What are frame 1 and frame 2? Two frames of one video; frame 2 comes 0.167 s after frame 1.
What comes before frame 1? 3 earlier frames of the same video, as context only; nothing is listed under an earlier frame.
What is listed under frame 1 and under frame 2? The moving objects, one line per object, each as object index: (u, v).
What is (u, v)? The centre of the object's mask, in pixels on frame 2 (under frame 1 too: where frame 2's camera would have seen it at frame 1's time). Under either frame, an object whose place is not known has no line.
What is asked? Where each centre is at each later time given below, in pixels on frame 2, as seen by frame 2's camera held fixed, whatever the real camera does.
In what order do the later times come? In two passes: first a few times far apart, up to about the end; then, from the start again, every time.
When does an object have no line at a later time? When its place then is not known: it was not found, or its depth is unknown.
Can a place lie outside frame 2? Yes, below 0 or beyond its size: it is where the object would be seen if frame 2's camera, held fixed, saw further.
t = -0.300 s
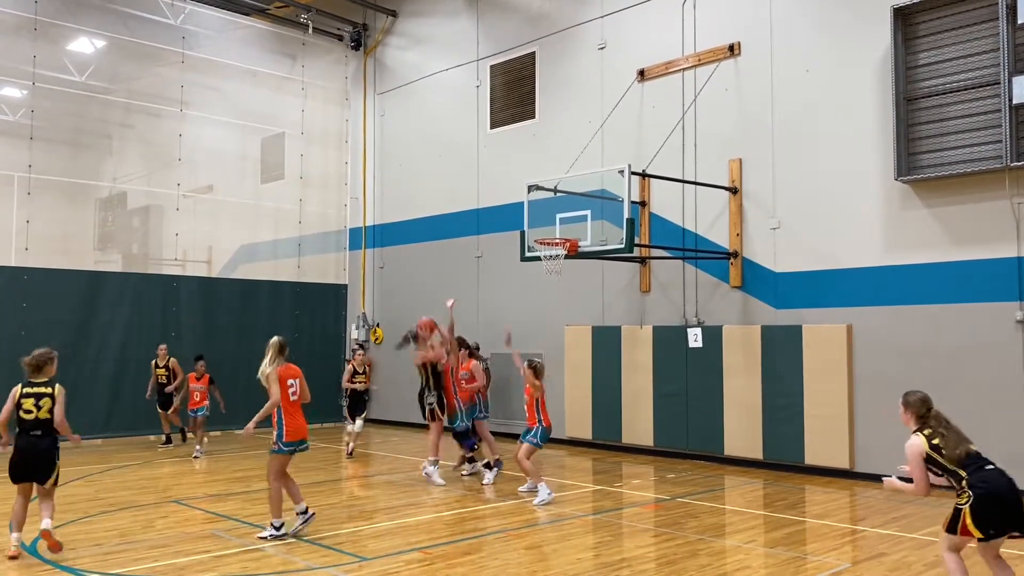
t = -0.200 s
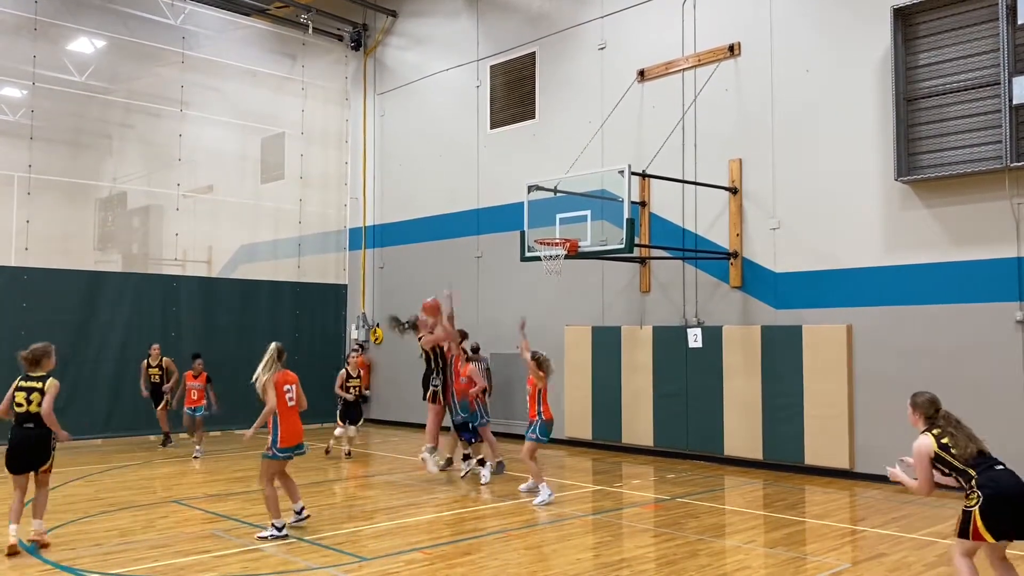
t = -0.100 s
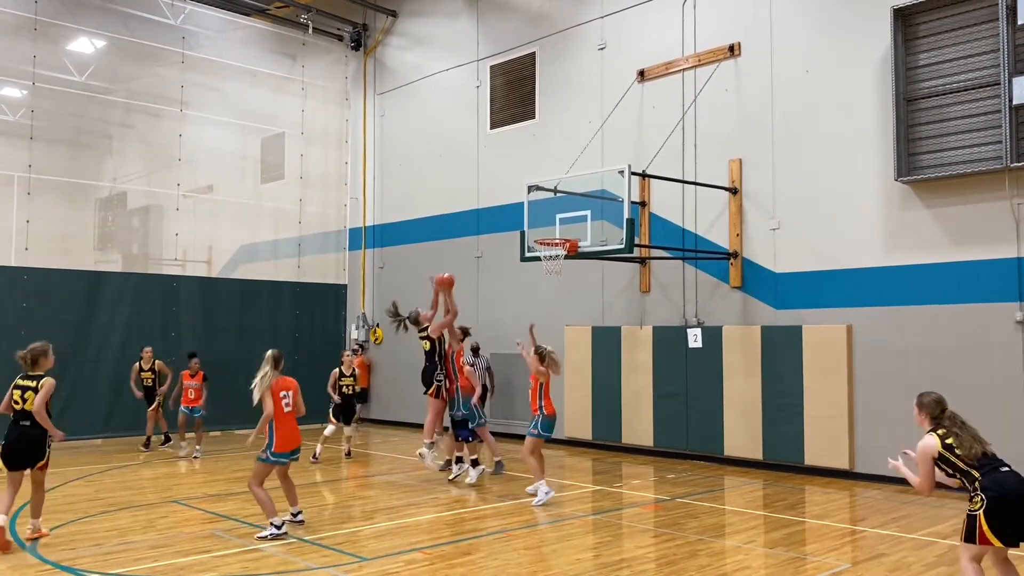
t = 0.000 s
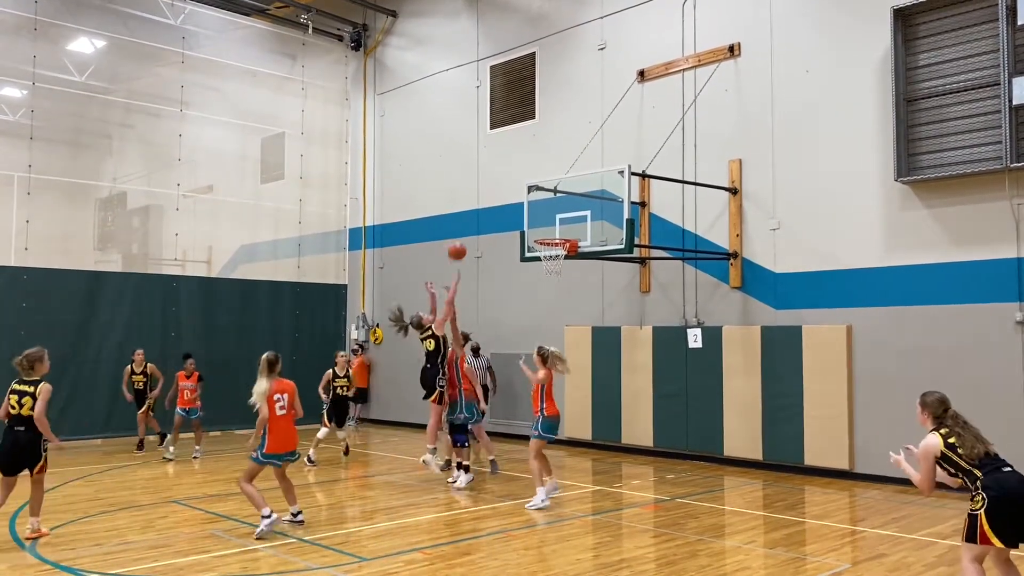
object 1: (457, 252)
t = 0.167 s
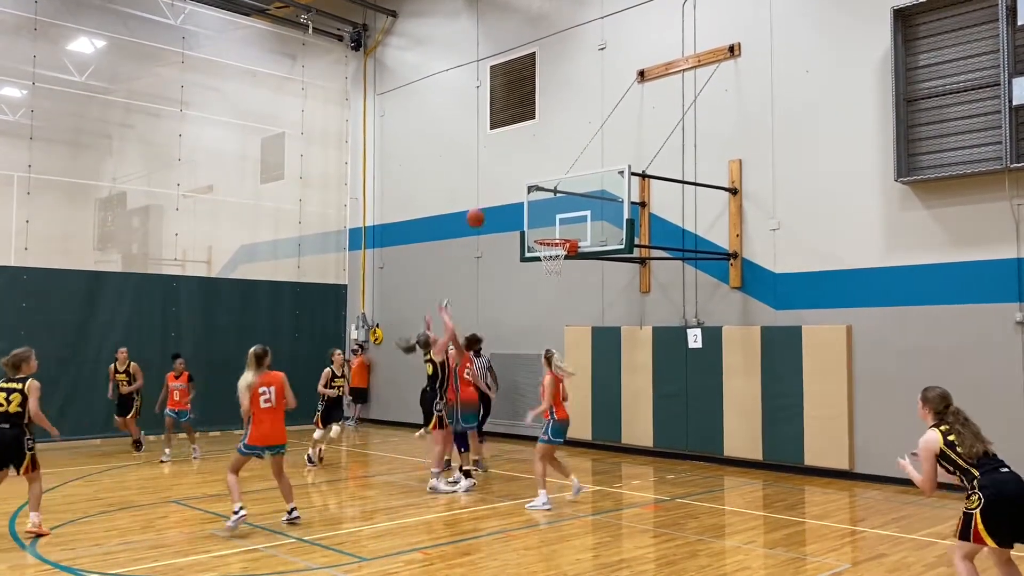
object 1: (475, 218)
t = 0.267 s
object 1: (486, 209)
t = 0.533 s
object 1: (512, 222)
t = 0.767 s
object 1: (534, 274)
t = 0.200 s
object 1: (479, 214)
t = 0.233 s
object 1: (482, 211)
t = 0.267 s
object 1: (486, 209)
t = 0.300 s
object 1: (490, 208)
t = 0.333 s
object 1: (493, 207)
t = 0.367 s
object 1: (496, 208)
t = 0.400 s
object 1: (500, 209)
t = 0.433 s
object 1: (503, 211)
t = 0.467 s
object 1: (506, 213)
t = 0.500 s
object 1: (509, 217)
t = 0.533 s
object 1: (512, 222)
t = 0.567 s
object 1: (515, 227)
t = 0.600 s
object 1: (519, 233)
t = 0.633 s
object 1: (522, 239)
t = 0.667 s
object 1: (525, 247)
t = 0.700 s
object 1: (528, 255)
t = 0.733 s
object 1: (531, 264)
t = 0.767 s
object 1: (534, 274)
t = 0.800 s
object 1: (537, 283)
